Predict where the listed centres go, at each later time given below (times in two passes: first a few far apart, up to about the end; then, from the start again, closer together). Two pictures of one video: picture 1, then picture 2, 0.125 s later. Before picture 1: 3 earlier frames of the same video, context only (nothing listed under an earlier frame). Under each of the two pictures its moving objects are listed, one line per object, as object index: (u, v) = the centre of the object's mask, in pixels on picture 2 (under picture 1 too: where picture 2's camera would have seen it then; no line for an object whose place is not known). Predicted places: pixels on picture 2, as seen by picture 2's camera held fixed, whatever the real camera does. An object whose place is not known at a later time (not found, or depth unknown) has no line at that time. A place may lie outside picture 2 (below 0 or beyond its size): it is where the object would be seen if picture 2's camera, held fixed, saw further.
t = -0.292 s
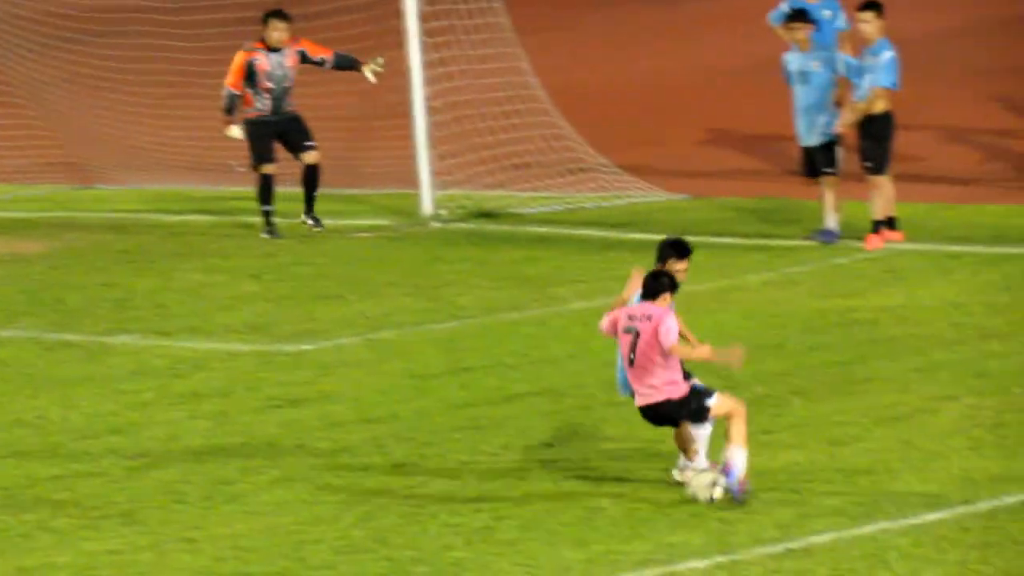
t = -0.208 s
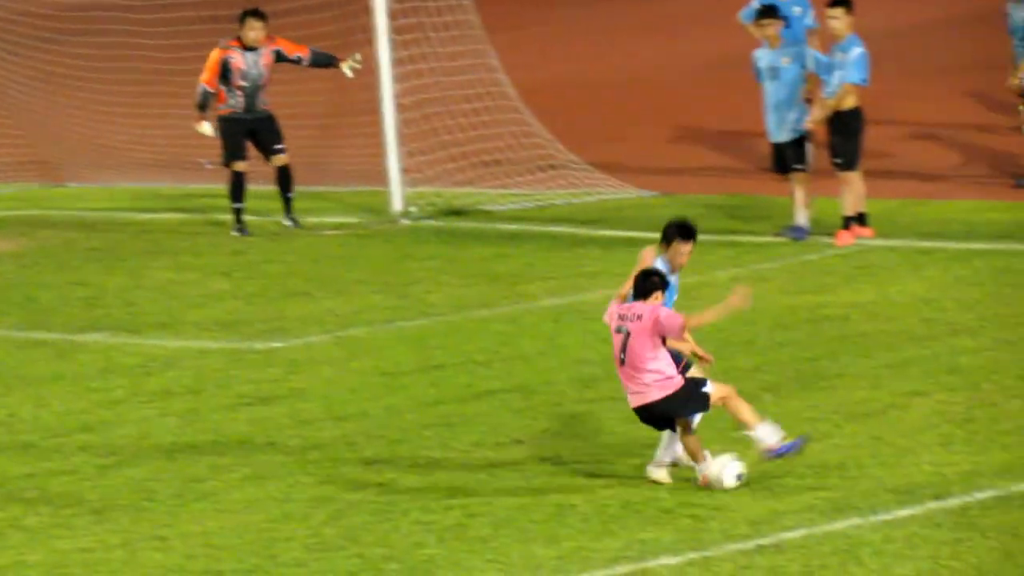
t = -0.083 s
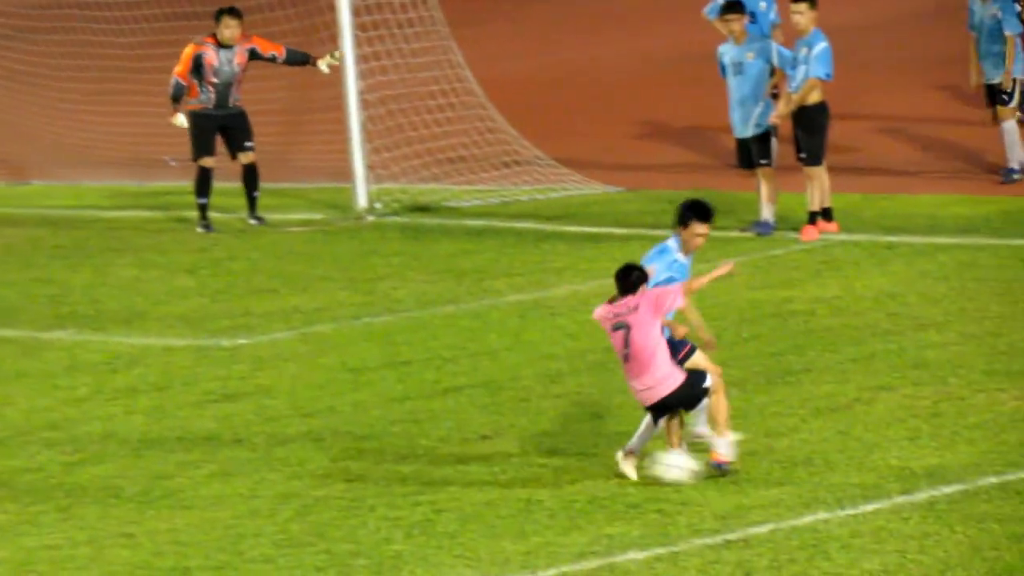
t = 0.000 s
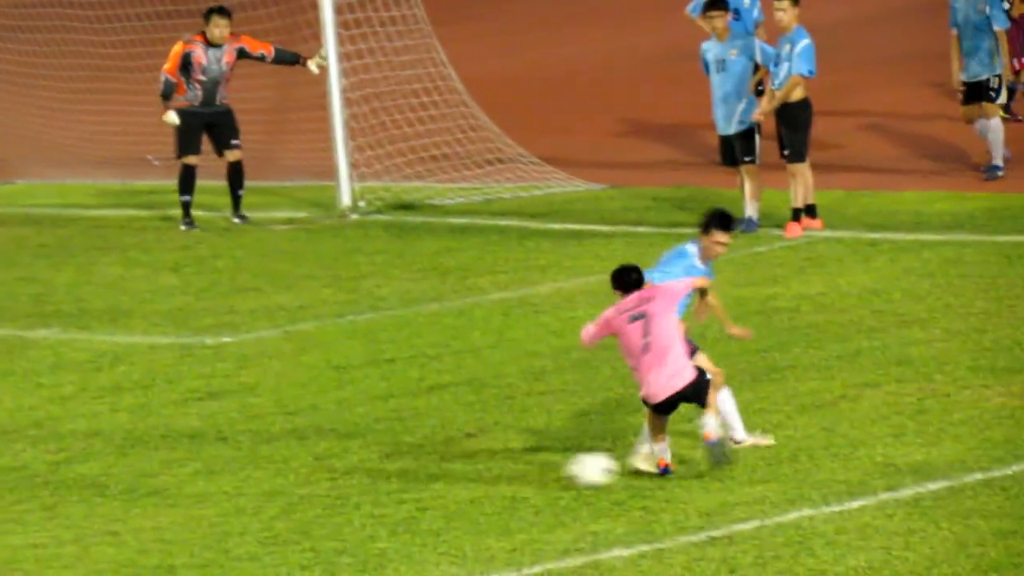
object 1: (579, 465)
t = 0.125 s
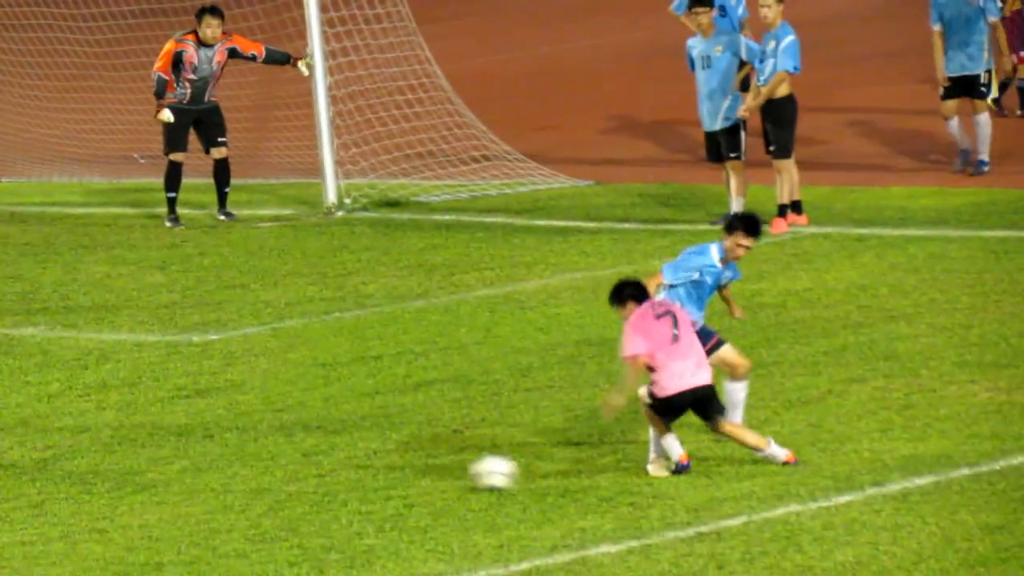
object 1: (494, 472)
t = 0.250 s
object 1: (426, 479)
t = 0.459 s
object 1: (324, 486)
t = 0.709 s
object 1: (226, 494)
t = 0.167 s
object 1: (470, 474)
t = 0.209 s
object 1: (446, 477)
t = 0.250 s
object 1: (426, 479)
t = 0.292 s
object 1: (404, 482)
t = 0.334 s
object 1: (383, 485)
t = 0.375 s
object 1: (362, 485)
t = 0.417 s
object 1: (343, 484)
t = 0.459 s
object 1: (324, 486)
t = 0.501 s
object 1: (306, 489)
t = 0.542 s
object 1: (291, 490)
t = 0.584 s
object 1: (278, 490)
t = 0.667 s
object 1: (240, 492)
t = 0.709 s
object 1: (226, 494)
